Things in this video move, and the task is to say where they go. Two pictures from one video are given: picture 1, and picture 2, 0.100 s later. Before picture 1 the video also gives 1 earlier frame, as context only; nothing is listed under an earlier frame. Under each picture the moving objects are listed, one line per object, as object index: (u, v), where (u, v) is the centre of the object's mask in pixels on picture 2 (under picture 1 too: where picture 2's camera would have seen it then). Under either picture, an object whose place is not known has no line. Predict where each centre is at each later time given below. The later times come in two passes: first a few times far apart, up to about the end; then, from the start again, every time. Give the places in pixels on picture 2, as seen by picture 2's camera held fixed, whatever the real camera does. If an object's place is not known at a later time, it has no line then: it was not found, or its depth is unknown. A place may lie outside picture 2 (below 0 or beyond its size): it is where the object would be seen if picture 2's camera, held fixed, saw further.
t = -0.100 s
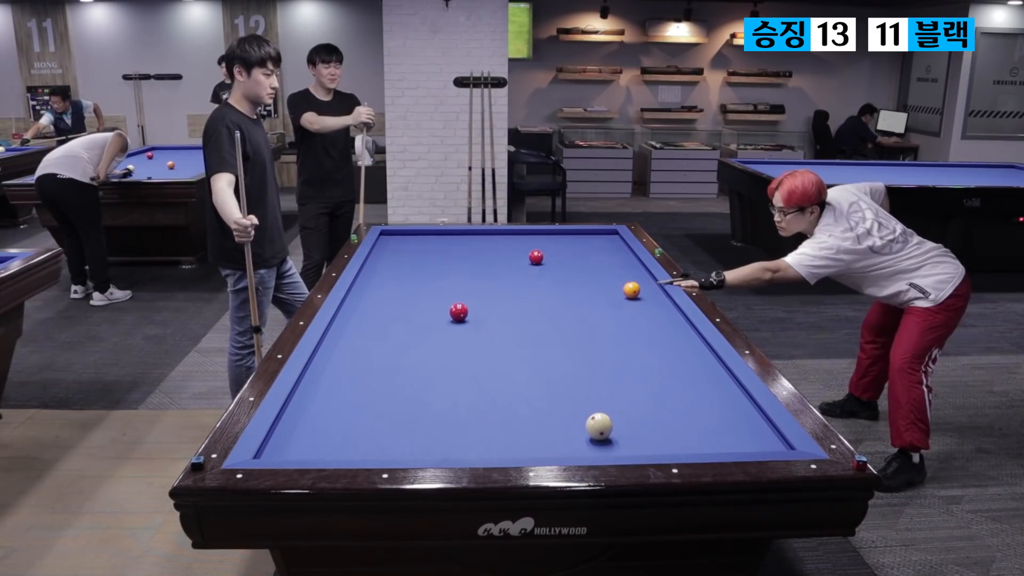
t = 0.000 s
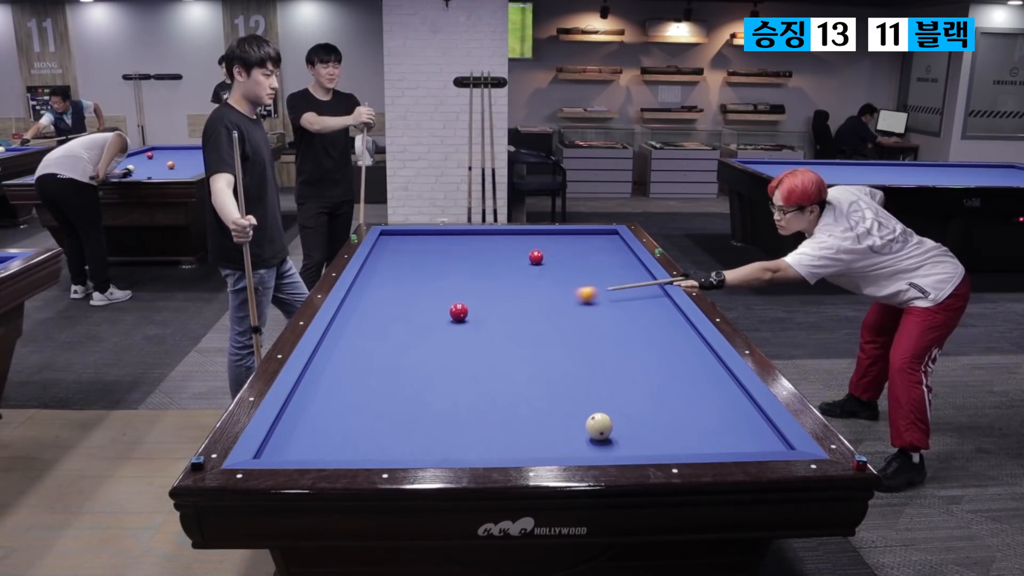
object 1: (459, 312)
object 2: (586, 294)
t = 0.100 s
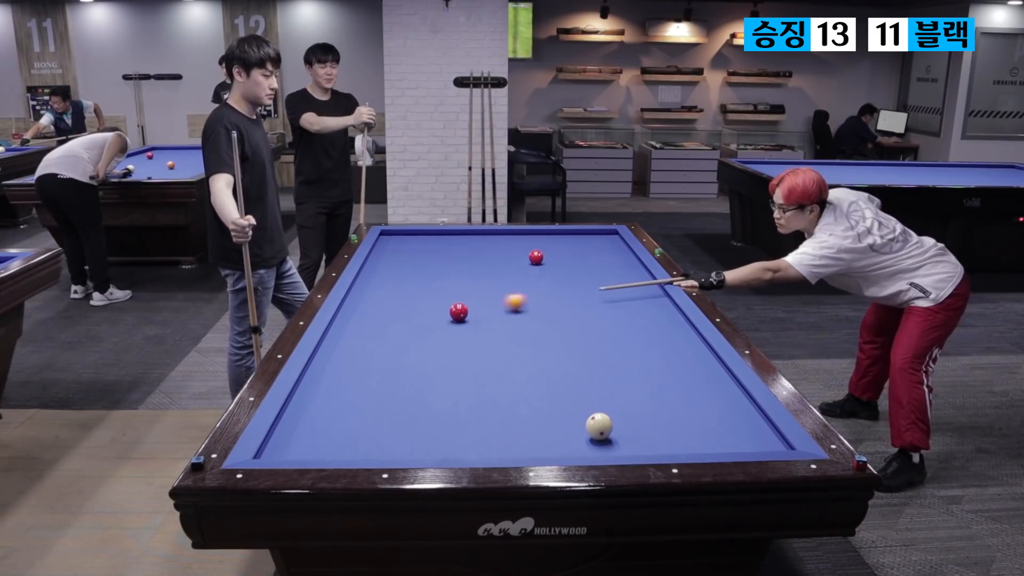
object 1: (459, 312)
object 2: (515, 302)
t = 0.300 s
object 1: (406, 334)
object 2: (413, 298)
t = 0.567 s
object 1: (312, 378)
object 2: (402, 288)
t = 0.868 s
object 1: (354, 421)
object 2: (487, 279)
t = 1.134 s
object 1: (397, 444)
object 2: (550, 272)
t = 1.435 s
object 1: (456, 414)
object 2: (614, 265)
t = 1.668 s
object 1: (495, 394)
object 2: (617, 261)
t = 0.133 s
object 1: (459, 312)
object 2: (490, 304)
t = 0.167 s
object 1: (457, 313)
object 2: (468, 305)
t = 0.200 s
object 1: (444, 318)
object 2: (454, 304)
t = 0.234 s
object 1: (432, 324)
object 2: (441, 302)
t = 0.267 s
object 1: (419, 329)
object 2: (427, 300)
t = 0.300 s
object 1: (406, 334)
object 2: (413, 298)
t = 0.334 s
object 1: (393, 340)
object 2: (399, 297)
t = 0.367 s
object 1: (380, 345)
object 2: (385, 295)
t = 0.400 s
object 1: (367, 351)
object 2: (371, 294)
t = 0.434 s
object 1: (355, 356)
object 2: (357, 292)
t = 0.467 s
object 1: (342, 362)
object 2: (363, 291)
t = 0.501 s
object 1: (329, 367)
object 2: (376, 290)
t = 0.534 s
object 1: (317, 373)
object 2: (390, 289)
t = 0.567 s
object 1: (312, 378)
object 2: (402, 288)
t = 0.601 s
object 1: (319, 382)
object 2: (414, 287)
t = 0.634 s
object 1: (325, 386)
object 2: (425, 286)
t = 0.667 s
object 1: (330, 391)
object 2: (436, 285)
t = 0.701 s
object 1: (334, 395)
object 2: (445, 284)
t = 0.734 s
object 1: (338, 400)
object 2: (454, 283)
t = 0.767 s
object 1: (342, 405)
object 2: (462, 282)
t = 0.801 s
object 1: (346, 410)
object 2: (471, 281)
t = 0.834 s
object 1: (350, 415)
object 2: (479, 280)
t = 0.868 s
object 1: (354, 421)
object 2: (487, 279)
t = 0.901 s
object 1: (358, 427)
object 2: (495, 278)
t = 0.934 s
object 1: (363, 432)
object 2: (503, 278)
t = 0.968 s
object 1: (367, 438)
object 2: (511, 277)
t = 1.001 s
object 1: (372, 444)
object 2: (519, 276)
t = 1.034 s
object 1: (377, 448)
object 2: (527, 275)
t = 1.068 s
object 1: (382, 450)
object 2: (534, 274)
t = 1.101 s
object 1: (390, 447)
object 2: (542, 273)
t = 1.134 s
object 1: (397, 444)
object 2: (550, 272)
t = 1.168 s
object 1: (405, 440)
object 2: (557, 271)
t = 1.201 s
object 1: (412, 436)
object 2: (564, 271)
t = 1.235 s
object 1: (419, 433)
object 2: (571, 270)
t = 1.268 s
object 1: (425, 429)
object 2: (579, 269)
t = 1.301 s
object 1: (432, 426)
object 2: (586, 268)
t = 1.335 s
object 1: (438, 423)
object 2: (593, 267)
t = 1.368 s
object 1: (444, 420)
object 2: (600, 267)
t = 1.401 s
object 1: (450, 416)
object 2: (607, 266)
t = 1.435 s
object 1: (456, 414)
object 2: (614, 265)
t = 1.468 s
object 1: (462, 410)
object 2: (620, 264)
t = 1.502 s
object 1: (468, 408)
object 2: (627, 263)
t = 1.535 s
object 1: (474, 405)
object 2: (633, 263)
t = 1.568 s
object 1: (479, 402)
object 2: (634, 262)
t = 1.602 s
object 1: (485, 399)
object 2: (628, 262)
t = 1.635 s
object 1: (490, 396)
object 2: (622, 262)
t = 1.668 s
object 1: (495, 394)
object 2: (617, 261)
